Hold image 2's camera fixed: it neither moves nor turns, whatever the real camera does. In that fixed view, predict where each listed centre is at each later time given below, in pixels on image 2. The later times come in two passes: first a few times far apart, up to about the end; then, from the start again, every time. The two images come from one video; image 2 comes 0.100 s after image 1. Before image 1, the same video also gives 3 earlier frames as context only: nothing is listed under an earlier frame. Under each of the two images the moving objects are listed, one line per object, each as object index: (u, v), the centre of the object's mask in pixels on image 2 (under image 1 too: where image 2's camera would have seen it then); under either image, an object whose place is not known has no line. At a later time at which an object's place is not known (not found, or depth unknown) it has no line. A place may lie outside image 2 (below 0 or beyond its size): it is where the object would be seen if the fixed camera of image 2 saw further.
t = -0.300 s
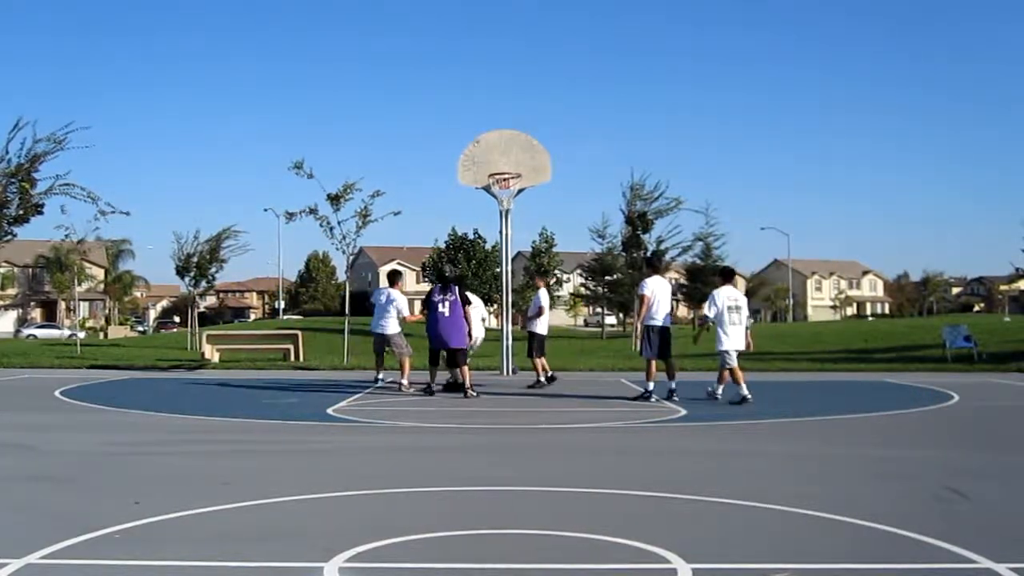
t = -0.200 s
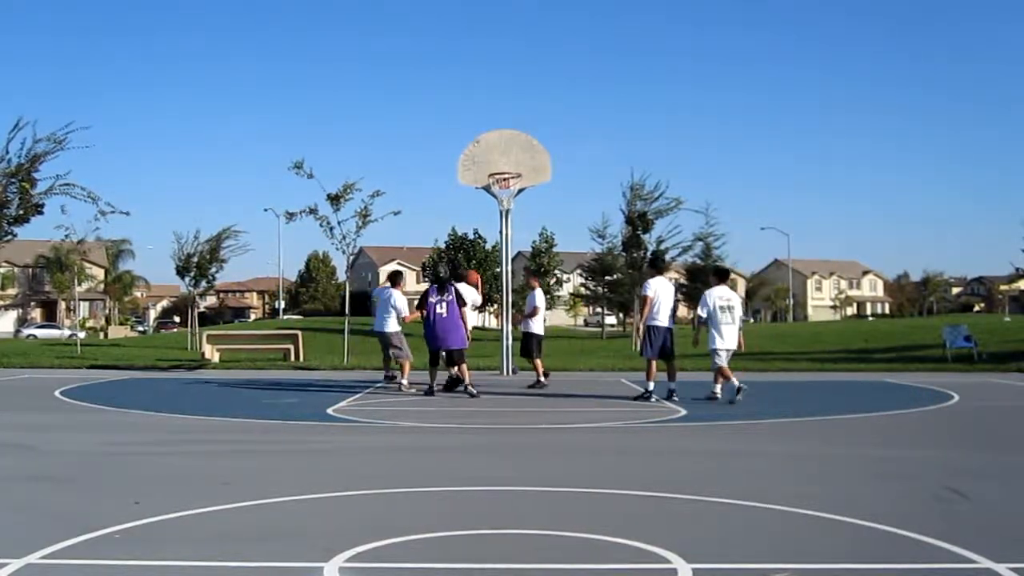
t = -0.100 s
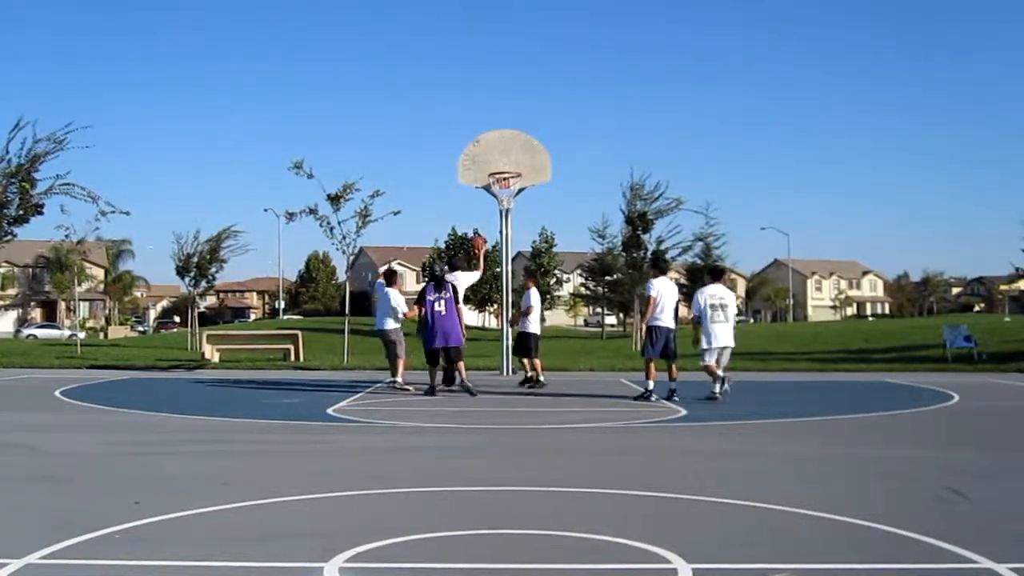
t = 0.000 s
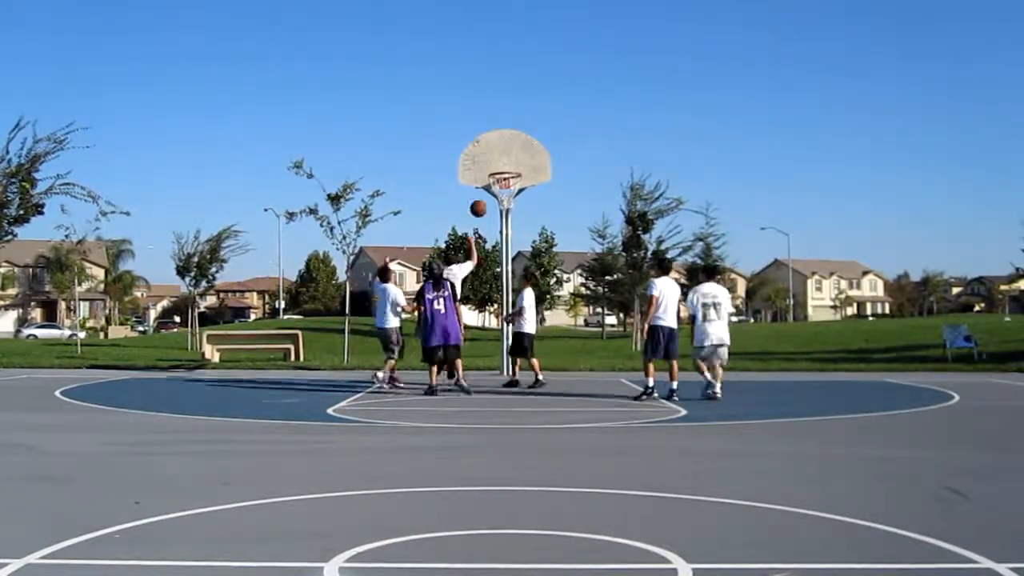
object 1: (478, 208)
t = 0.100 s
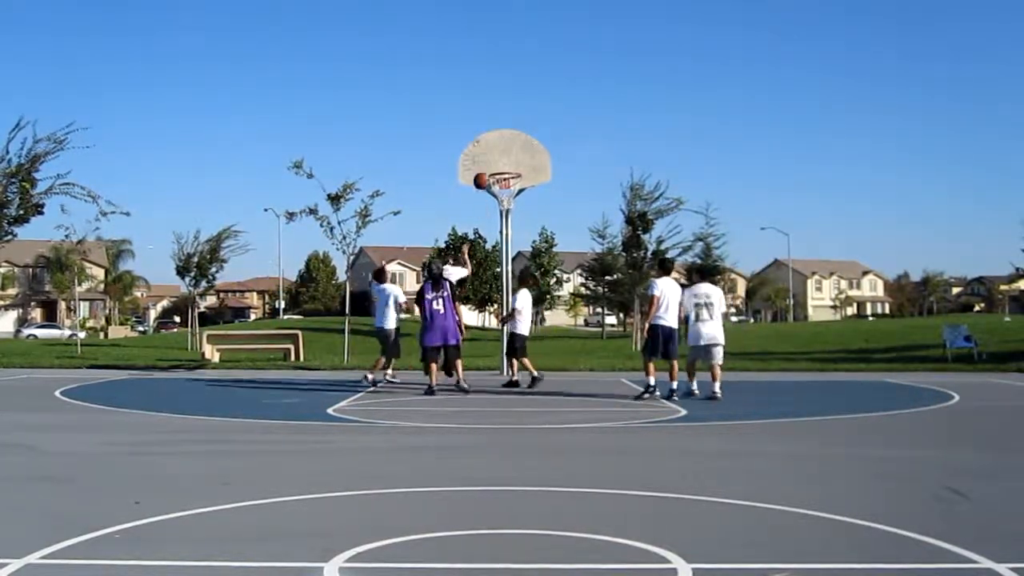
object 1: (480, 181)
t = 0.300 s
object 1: (487, 148)
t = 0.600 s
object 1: (496, 152)
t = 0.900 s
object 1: (497, 155)
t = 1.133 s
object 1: (496, 168)
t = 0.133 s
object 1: (482, 173)
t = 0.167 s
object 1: (483, 167)
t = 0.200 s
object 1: (484, 161)
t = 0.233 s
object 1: (485, 156)
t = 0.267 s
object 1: (486, 152)
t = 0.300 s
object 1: (487, 148)
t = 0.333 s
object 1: (488, 146)
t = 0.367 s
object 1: (489, 144)
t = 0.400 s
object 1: (490, 143)
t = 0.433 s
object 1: (491, 143)
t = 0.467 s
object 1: (492, 143)
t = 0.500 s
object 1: (493, 144)
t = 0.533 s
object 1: (494, 146)
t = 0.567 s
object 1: (495, 149)
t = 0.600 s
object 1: (496, 152)
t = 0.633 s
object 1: (497, 156)
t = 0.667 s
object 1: (498, 161)
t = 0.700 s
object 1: (499, 166)
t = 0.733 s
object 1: (498, 167)
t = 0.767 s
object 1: (498, 164)
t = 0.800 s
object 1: (498, 161)
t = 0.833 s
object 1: (498, 157)
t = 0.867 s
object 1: (497, 156)
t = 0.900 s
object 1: (497, 155)
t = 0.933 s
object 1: (497, 155)
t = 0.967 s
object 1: (497, 155)
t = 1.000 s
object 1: (497, 156)
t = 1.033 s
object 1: (497, 158)
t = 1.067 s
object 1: (496, 161)
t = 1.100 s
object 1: (496, 164)
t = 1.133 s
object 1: (496, 168)
